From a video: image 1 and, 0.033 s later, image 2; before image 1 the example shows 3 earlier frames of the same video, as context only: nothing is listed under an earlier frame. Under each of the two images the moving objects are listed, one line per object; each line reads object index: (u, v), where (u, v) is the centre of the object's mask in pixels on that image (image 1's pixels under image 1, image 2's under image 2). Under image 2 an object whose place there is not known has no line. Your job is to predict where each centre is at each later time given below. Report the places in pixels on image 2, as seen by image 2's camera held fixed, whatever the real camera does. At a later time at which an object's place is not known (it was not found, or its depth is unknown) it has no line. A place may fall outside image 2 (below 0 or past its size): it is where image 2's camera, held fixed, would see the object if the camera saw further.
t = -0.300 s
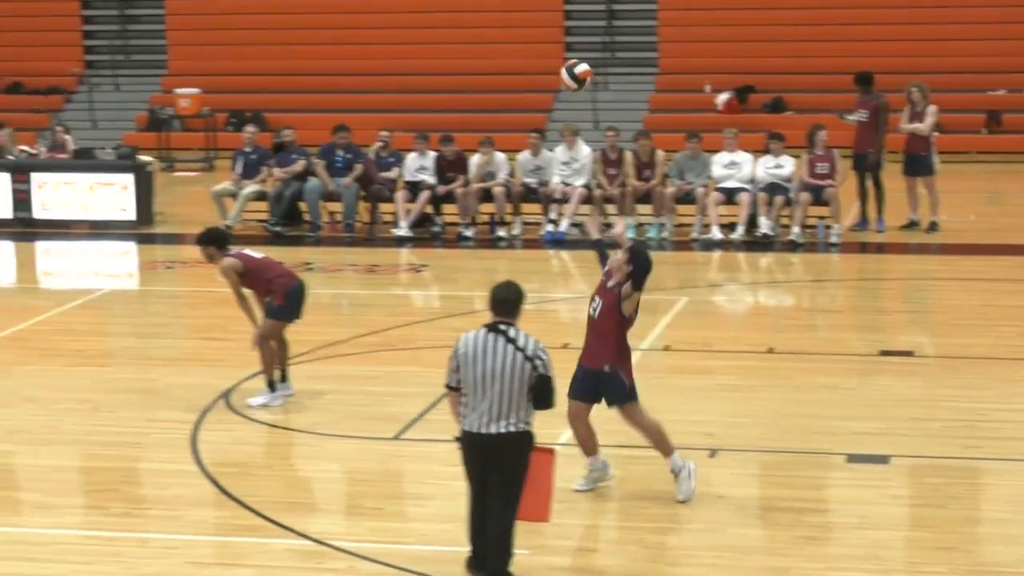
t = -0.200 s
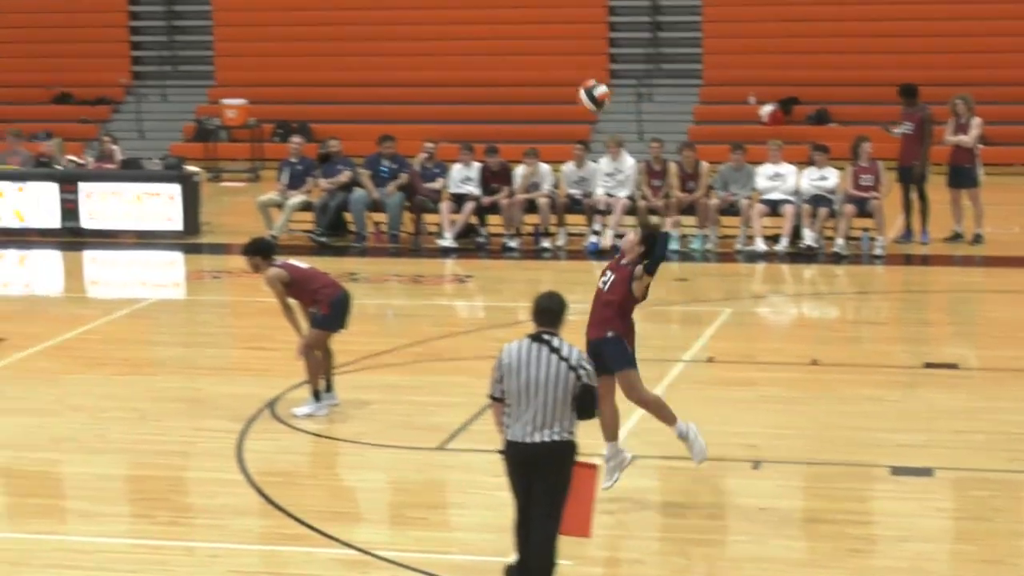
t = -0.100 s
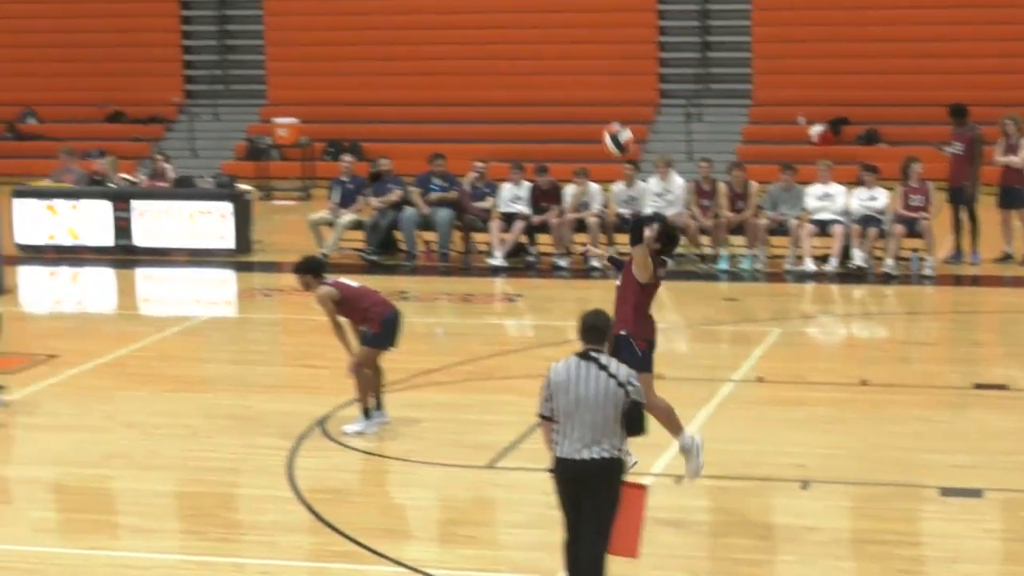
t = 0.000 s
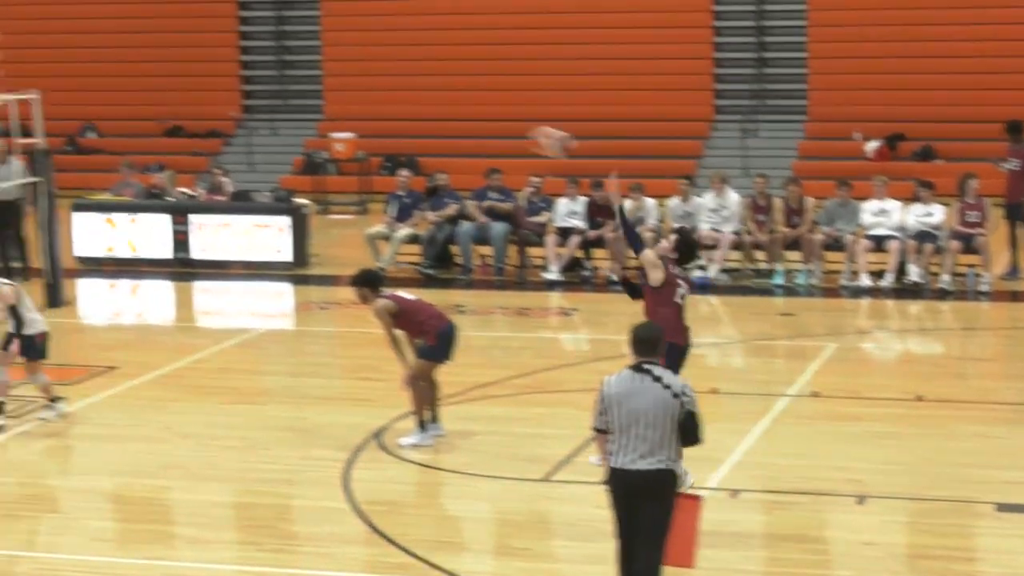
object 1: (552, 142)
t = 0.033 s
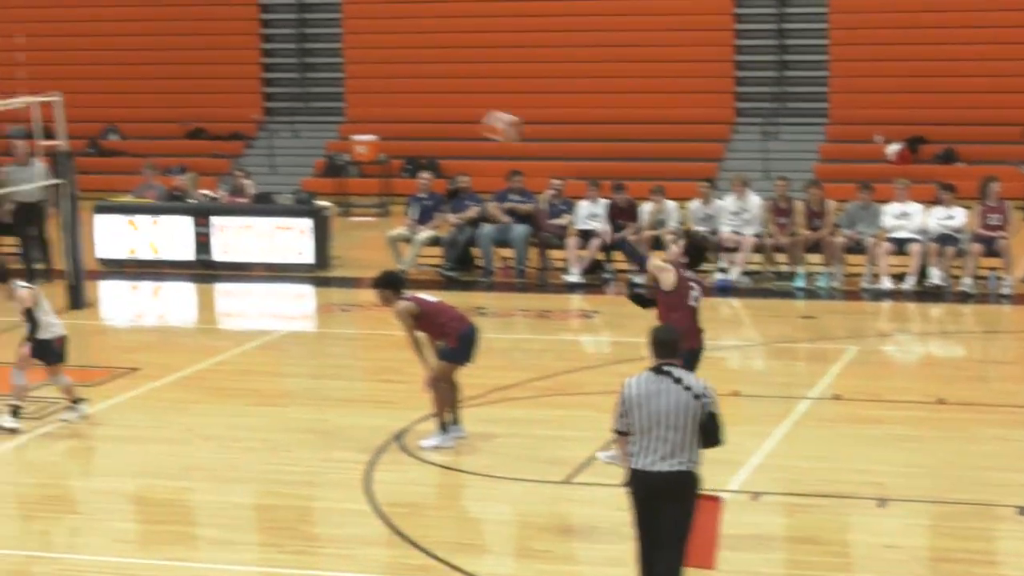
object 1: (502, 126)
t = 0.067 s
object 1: (440, 110)
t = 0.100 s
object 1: (381, 96)
